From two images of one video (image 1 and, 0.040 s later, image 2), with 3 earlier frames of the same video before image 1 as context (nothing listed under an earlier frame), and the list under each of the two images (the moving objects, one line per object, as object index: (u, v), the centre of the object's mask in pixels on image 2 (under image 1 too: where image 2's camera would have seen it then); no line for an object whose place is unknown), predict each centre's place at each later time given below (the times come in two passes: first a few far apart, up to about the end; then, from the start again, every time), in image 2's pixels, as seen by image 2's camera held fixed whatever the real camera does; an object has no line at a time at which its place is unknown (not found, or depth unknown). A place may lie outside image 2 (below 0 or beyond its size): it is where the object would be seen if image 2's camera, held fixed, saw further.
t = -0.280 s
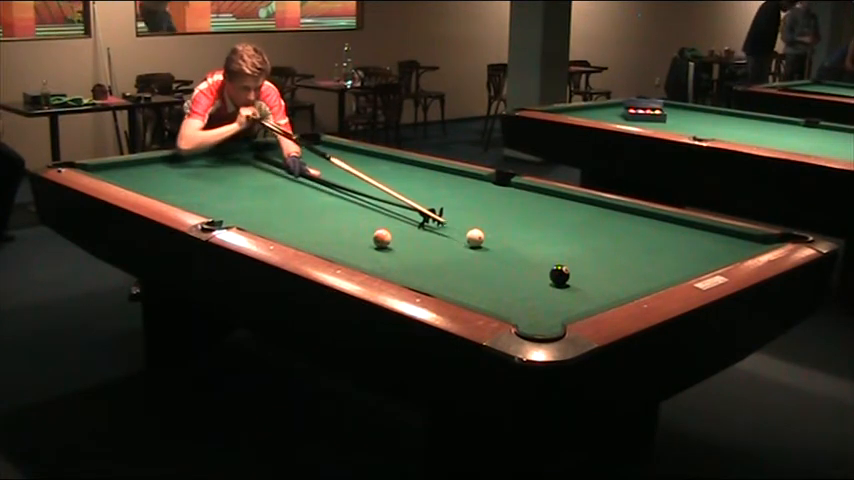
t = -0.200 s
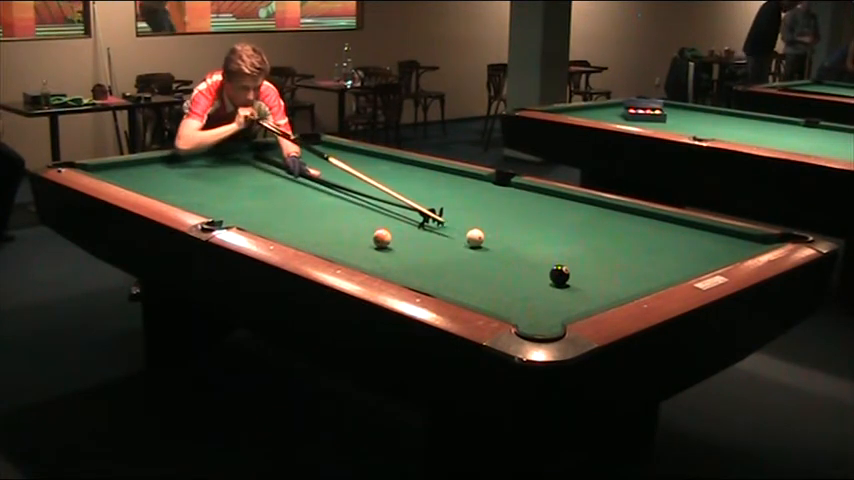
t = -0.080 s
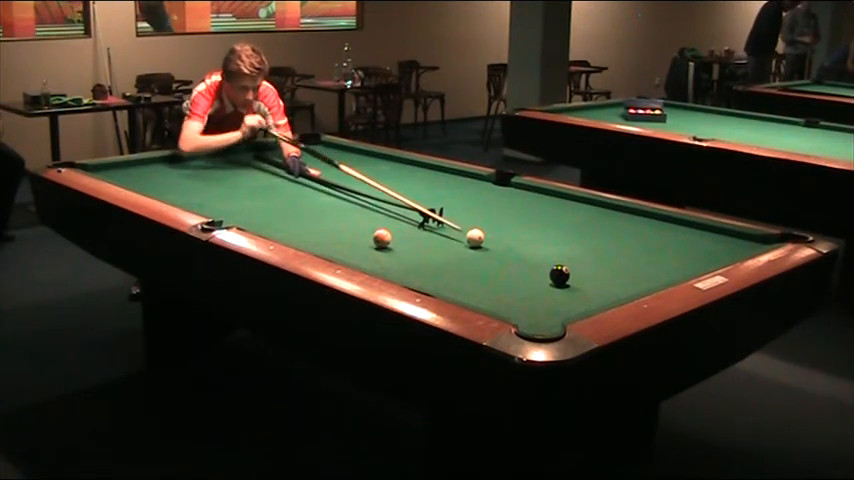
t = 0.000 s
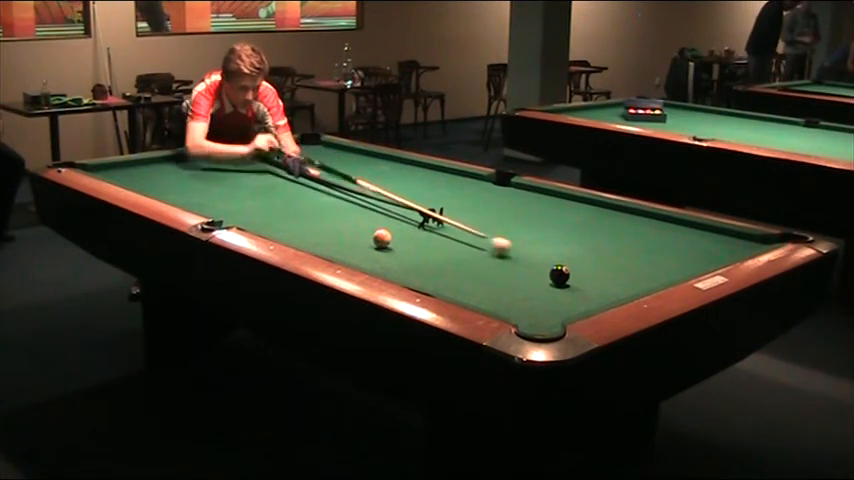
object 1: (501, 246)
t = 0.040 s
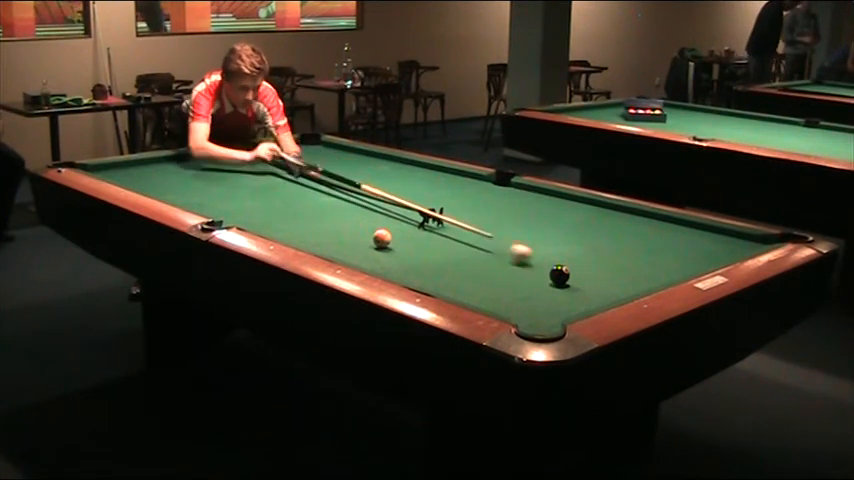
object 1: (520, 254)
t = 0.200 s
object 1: (603, 274)
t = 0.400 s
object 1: (641, 272)
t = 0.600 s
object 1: (609, 253)
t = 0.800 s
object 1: (580, 237)
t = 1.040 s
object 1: (551, 220)
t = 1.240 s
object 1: (529, 208)
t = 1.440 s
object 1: (510, 197)
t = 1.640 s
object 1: (493, 187)
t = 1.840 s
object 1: (478, 179)
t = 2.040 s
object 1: (458, 173)
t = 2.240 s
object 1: (432, 169)
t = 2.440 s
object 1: (408, 166)
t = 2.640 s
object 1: (384, 163)
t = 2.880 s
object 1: (357, 160)
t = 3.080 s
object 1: (336, 158)
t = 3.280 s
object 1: (317, 155)
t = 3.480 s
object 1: (298, 153)
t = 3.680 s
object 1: (280, 151)
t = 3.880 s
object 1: (264, 149)
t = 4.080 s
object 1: (248, 147)
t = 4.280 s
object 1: (247, 148)
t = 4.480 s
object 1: (248, 151)
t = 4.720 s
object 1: (249, 153)
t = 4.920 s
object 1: (250, 155)
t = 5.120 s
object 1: (251, 157)
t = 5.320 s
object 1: (252, 158)
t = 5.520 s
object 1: (253, 160)
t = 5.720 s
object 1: (254, 162)
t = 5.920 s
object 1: (254, 164)
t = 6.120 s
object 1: (255, 164)
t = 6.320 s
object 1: (255, 166)
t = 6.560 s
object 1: (255, 167)
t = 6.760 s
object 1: (255, 168)
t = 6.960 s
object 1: (255, 169)
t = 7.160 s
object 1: (255, 169)
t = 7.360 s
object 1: (256, 169)
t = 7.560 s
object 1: (256, 170)
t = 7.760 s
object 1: (256, 170)
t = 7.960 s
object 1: (256, 170)
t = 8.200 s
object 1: (256, 170)
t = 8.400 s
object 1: (256, 170)
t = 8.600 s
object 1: (256, 170)
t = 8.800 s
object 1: (256, 170)
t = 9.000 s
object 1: (256, 170)
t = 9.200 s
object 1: (256, 170)
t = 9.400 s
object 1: (256, 170)
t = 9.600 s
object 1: (256, 170)
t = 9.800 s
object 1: (256, 170)
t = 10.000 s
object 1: (256, 170)
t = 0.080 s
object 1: (540, 261)
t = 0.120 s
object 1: (560, 262)
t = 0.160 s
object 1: (582, 271)
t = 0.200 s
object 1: (603, 274)
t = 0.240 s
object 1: (624, 276)
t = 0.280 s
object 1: (645, 277)
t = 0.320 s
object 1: (657, 277)
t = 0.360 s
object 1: (649, 276)
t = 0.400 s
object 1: (641, 272)
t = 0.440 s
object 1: (635, 268)
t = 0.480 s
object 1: (627, 264)
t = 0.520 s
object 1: (621, 261)
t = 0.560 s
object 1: (614, 257)
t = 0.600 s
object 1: (609, 253)
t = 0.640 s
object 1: (602, 250)
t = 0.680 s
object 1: (597, 247)
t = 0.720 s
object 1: (591, 243)
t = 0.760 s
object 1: (586, 240)
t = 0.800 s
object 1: (580, 237)
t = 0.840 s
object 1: (575, 234)
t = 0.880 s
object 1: (570, 231)
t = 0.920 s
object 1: (565, 228)
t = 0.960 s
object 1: (560, 226)
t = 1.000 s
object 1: (555, 223)
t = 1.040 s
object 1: (551, 220)
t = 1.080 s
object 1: (546, 218)
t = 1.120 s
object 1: (542, 216)
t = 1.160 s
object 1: (538, 213)
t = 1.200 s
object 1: (533, 210)
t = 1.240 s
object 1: (529, 208)
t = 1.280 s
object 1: (525, 206)
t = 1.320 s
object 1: (522, 204)
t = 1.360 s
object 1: (517, 202)
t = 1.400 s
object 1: (514, 199)
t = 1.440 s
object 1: (510, 197)
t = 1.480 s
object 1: (506, 195)
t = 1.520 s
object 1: (503, 193)
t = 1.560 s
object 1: (499, 191)
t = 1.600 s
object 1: (496, 189)
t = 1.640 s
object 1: (493, 187)
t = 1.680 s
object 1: (490, 186)
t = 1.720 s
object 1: (487, 184)
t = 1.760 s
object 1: (484, 182)
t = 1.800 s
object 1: (480, 180)
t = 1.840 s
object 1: (478, 179)
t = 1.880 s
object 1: (475, 177)
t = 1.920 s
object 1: (472, 176)
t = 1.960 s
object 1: (469, 174)
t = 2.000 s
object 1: (464, 173)
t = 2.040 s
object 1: (458, 173)
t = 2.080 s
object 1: (453, 172)
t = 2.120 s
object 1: (447, 171)
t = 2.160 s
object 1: (442, 171)
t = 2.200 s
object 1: (437, 170)
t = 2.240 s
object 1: (432, 169)
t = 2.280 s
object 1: (427, 169)
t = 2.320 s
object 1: (422, 168)
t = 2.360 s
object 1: (417, 167)
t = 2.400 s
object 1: (412, 167)
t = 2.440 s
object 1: (408, 166)
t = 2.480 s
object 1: (403, 166)
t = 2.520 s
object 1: (398, 165)
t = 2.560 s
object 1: (393, 164)
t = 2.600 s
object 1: (389, 164)
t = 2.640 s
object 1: (384, 163)
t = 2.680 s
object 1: (380, 163)
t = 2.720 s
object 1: (375, 162)
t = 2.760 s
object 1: (370, 161)
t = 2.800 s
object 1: (366, 161)
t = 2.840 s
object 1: (361, 160)
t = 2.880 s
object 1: (357, 160)
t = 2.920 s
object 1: (352, 159)
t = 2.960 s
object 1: (349, 159)
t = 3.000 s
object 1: (344, 158)
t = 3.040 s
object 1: (341, 158)
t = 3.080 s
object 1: (336, 158)
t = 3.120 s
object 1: (332, 157)
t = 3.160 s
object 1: (328, 157)
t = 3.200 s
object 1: (324, 156)
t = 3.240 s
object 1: (320, 156)
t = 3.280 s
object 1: (317, 155)
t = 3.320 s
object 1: (313, 155)
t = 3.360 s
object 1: (309, 154)
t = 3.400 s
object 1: (305, 154)
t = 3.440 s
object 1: (301, 153)
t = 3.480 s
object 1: (298, 153)
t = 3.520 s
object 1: (294, 152)
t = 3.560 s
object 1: (291, 152)
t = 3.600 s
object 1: (287, 152)
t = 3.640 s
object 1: (283, 151)
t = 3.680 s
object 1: (280, 151)
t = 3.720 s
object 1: (277, 151)
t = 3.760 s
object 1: (274, 150)
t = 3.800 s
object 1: (270, 150)
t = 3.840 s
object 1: (267, 150)
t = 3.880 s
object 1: (264, 149)
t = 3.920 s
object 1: (260, 149)
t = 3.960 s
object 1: (257, 148)
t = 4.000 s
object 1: (254, 148)
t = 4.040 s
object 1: (251, 147)
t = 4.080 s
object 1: (248, 147)
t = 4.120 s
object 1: (246, 147)
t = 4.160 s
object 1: (246, 148)
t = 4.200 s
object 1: (246, 148)
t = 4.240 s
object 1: (246, 148)
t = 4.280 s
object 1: (247, 148)
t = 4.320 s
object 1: (247, 149)
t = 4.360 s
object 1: (247, 150)
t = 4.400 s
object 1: (248, 150)
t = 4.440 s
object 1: (248, 150)
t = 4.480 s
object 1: (248, 151)
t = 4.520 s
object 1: (248, 151)
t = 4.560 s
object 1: (248, 151)
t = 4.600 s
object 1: (248, 152)
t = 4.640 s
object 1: (249, 152)
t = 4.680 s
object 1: (249, 153)
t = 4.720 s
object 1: (249, 153)
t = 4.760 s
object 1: (249, 153)
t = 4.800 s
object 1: (250, 154)
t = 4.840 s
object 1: (250, 154)
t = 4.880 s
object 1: (250, 155)
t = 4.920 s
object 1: (250, 155)
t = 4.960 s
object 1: (250, 156)
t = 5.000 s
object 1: (251, 156)
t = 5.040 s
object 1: (250, 156)
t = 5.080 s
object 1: (251, 156)
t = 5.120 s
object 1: (251, 157)
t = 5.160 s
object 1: (251, 157)
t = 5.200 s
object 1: (252, 158)
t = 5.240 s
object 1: (252, 158)
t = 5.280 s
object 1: (252, 158)
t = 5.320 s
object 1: (252, 158)
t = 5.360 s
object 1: (252, 159)
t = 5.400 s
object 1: (253, 159)
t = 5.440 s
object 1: (253, 159)
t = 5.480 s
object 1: (253, 160)
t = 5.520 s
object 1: (253, 160)
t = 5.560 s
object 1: (253, 161)
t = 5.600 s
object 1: (253, 161)
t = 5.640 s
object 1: (253, 161)
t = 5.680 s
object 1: (253, 161)
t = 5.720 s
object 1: (254, 162)
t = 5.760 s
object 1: (254, 162)
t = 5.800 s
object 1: (254, 162)
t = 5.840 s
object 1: (254, 163)
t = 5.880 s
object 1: (254, 163)
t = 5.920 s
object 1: (254, 164)
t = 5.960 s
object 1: (254, 164)
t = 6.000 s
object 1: (254, 164)
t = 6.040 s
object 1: (254, 164)
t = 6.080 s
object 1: (255, 164)
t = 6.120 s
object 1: (255, 164)
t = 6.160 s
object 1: (255, 165)
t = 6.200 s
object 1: (255, 165)
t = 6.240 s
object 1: (255, 165)
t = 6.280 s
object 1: (255, 165)
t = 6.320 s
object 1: (255, 166)
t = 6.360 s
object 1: (255, 166)
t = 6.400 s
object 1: (255, 166)
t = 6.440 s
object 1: (255, 166)
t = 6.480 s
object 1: (255, 167)
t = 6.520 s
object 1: (255, 167)
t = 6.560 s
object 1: (255, 167)
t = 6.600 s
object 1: (255, 167)
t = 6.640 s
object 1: (255, 167)
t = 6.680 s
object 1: (255, 167)
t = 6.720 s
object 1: (255, 168)
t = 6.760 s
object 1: (255, 168)
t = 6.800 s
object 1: (255, 168)
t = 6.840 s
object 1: (255, 168)
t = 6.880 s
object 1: (255, 168)
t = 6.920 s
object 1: (255, 168)
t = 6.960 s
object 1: (255, 169)
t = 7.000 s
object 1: (255, 169)
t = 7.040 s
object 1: (255, 169)
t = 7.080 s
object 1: (255, 169)
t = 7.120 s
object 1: (255, 169)
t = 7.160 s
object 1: (255, 169)
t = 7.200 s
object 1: (255, 169)
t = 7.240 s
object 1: (255, 169)
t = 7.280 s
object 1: (256, 169)
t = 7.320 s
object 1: (256, 169)
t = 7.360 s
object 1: (256, 169)
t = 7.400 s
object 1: (256, 170)
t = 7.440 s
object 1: (256, 170)
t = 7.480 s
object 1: (256, 170)
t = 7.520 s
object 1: (256, 170)
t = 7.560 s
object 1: (256, 170)
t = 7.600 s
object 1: (256, 170)
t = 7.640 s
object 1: (256, 170)
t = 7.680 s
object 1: (256, 170)
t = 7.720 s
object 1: (256, 170)
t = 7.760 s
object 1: (256, 170)
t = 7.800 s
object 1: (256, 170)
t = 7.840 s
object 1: (256, 170)
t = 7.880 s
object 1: (256, 170)
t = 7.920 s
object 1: (256, 170)
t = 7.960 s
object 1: (256, 170)
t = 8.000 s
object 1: (256, 170)
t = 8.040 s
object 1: (256, 170)
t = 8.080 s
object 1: (256, 170)
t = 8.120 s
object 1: (256, 170)
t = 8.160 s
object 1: (256, 170)
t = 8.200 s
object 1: (256, 170)
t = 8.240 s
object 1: (256, 170)
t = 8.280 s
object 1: (256, 170)
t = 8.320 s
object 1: (256, 170)
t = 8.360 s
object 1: (256, 170)
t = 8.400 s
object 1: (256, 170)
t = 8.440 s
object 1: (256, 170)
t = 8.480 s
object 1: (256, 170)
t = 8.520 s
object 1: (256, 170)
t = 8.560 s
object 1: (256, 170)
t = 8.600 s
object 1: (256, 170)
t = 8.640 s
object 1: (256, 170)
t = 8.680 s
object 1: (256, 170)
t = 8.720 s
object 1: (256, 170)
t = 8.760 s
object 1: (256, 170)
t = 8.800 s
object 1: (256, 170)
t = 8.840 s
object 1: (256, 170)
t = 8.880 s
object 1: (256, 170)
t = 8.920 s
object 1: (256, 170)
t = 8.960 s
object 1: (256, 170)
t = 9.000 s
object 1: (256, 170)
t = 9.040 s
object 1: (256, 170)
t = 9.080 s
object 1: (256, 170)
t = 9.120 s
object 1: (256, 170)
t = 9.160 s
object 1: (256, 170)
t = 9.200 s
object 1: (256, 170)
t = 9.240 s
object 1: (256, 170)
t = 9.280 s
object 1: (256, 170)
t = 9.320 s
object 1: (256, 170)
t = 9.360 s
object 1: (256, 170)
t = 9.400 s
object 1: (256, 170)
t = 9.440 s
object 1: (256, 170)
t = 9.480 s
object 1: (256, 170)
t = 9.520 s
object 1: (256, 170)
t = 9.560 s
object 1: (256, 170)
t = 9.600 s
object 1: (256, 170)
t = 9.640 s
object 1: (256, 170)
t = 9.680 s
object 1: (256, 170)
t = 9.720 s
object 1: (256, 170)
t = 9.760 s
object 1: (256, 170)
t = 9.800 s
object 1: (256, 170)
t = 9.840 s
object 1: (256, 170)
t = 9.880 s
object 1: (256, 170)
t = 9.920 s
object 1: (256, 170)
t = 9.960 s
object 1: (256, 170)
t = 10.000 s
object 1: (256, 170)
